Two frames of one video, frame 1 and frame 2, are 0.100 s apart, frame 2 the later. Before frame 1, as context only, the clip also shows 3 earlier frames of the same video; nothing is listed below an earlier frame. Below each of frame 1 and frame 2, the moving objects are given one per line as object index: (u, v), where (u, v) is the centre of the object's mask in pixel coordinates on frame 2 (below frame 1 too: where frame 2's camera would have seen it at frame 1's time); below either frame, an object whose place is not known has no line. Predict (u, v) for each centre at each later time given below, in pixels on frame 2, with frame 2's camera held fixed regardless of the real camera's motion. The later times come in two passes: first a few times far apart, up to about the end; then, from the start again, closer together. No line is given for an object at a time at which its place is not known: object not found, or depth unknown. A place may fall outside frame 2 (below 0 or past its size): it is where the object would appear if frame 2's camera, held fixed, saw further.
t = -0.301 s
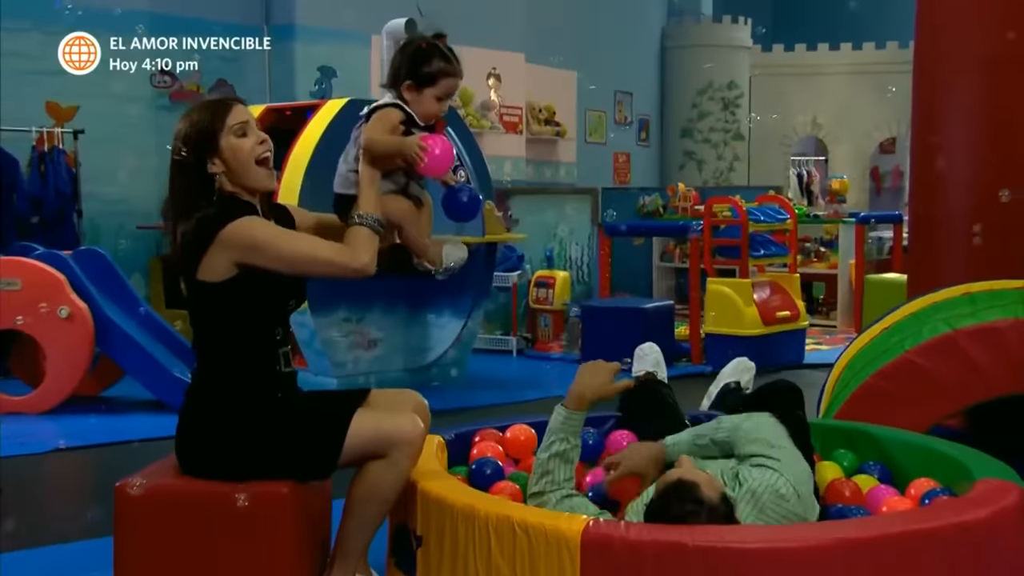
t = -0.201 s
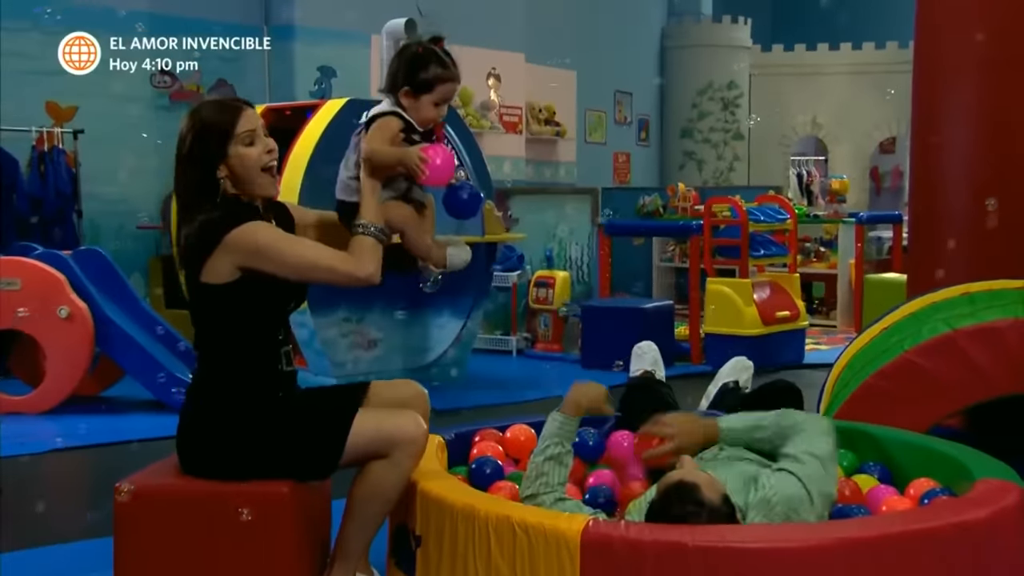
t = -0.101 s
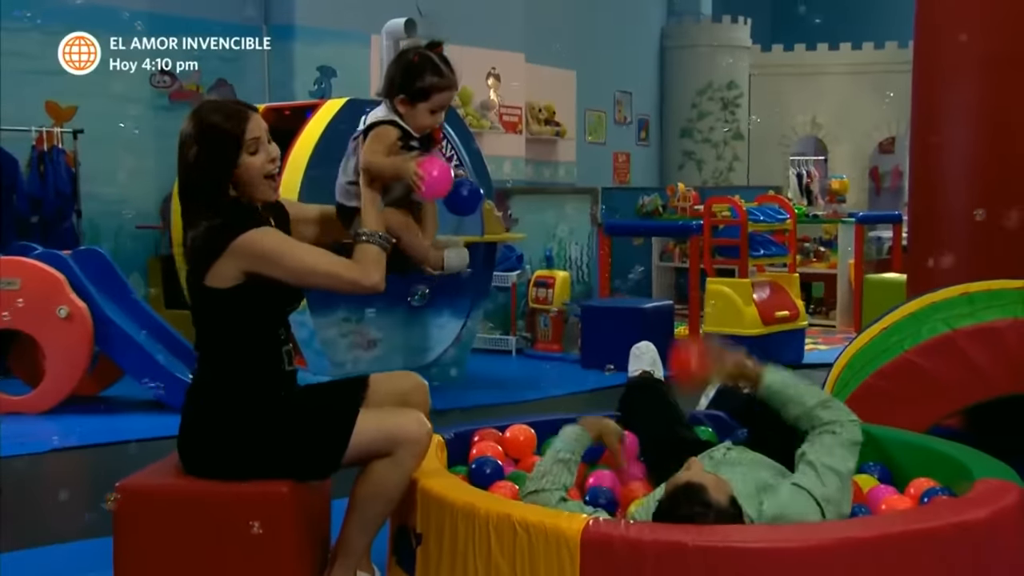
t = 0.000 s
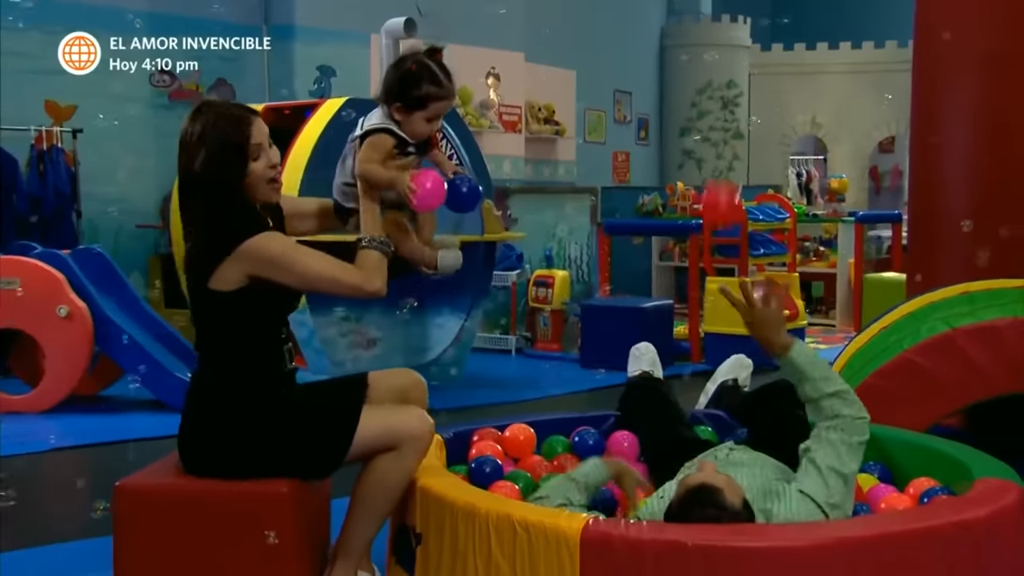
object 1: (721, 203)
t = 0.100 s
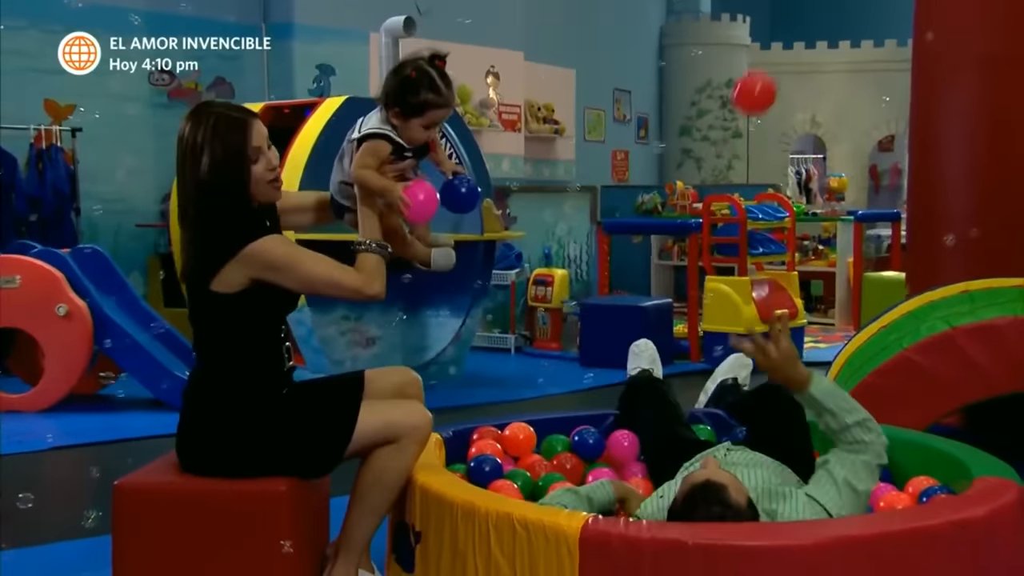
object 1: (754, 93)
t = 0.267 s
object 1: (804, 17)
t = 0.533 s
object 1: (868, 130)
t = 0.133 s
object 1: (765, 65)
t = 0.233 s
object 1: (795, 20)
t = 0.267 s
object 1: (804, 17)
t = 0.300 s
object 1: (813, 16)
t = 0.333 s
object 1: (821, 17)
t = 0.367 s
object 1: (830, 21)
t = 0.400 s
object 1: (838, 31)
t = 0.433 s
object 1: (846, 48)
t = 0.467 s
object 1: (854, 71)
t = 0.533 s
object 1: (868, 130)
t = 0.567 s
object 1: (875, 164)
